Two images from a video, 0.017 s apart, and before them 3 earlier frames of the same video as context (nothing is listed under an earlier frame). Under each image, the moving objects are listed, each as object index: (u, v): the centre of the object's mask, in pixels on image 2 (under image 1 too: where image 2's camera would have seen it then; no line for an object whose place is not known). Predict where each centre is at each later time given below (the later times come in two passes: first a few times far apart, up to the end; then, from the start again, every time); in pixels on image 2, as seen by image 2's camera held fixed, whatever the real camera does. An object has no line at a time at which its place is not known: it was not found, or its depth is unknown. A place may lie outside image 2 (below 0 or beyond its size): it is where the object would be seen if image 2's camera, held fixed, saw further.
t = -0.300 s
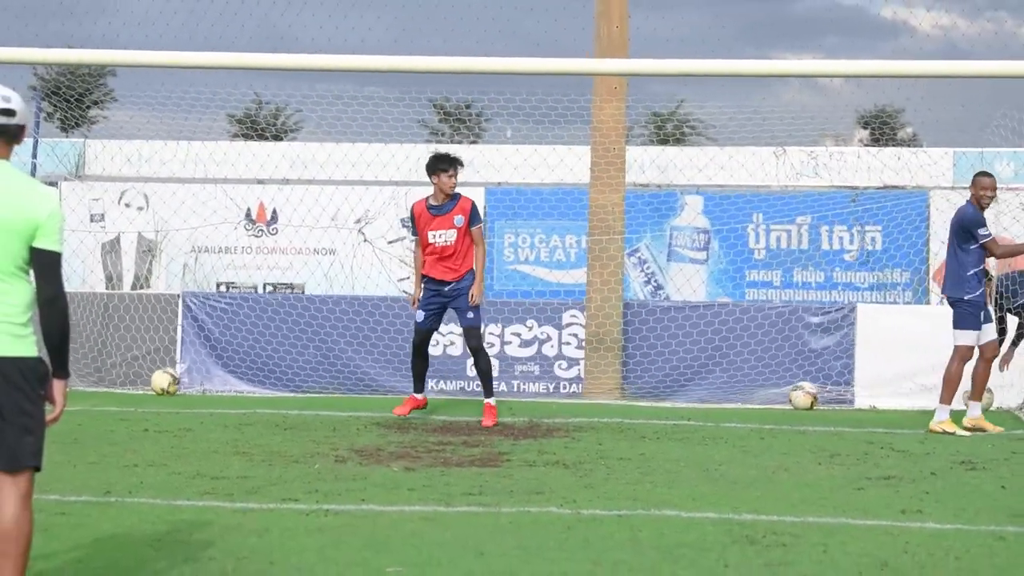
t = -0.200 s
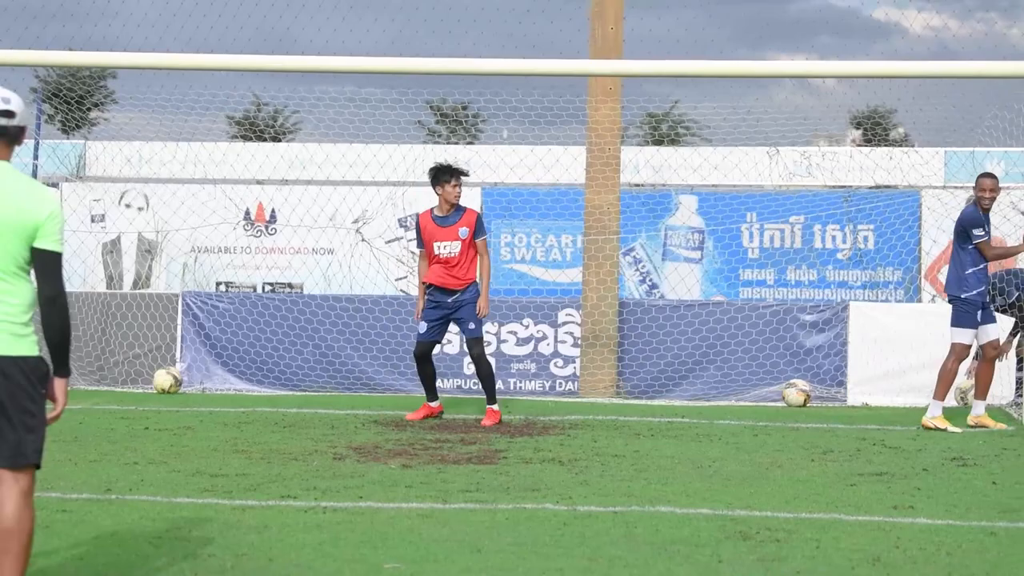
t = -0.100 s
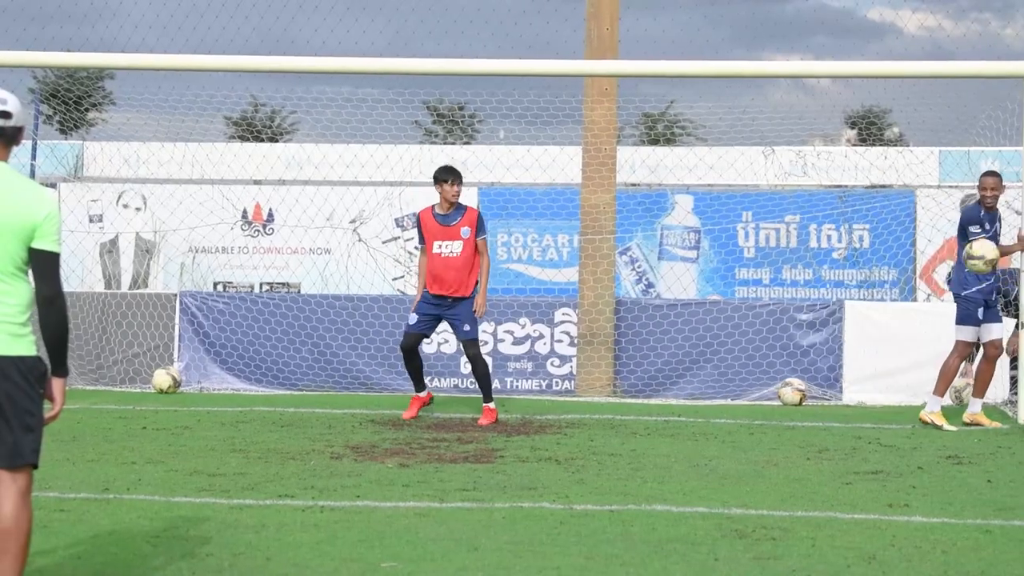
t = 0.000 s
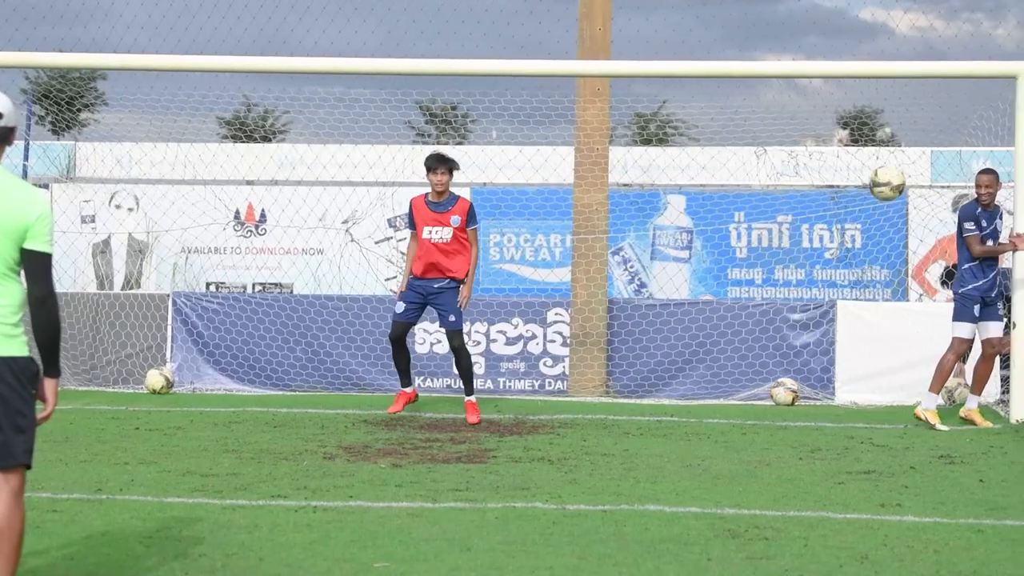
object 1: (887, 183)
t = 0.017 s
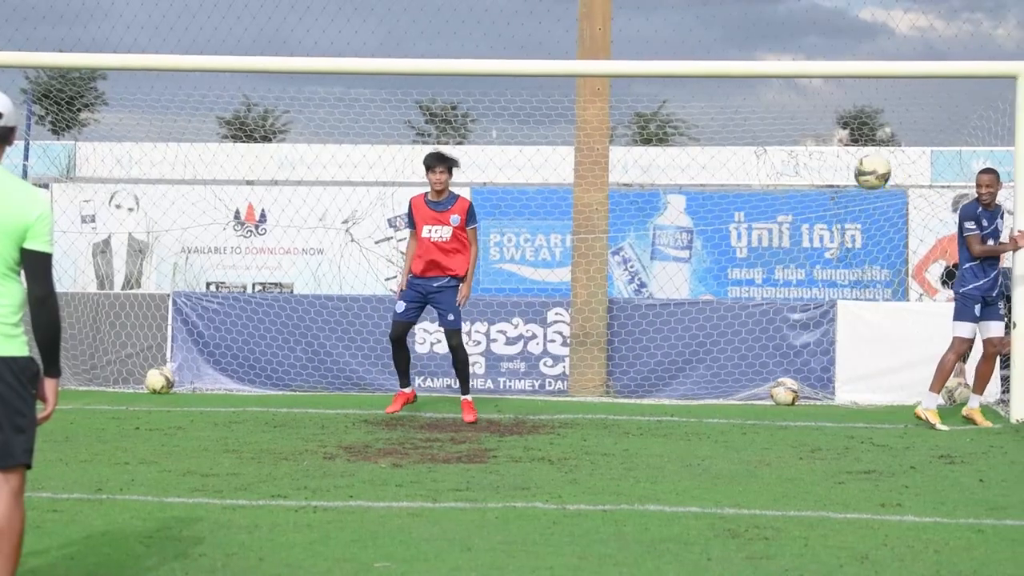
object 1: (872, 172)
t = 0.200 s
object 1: (706, 75)
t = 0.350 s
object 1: (559, 32)
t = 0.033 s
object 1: (858, 161)
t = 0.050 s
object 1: (842, 150)
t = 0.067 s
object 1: (827, 141)
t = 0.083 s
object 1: (813, 131)
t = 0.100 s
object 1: (798, 122)
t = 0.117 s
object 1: (783, 114)
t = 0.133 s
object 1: (768, 105)
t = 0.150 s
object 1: (753, 97)
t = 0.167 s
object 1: (737, 90)
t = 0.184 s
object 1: (722, 81)
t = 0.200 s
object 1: (706, 75)
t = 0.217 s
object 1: (690, 68)
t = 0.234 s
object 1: (674, 62)
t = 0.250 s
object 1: (658, 56)
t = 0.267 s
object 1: (641, 51)
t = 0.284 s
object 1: (625, 46)
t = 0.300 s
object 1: (609, 42)
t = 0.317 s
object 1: (592, 38)
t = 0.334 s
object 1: (576, 34)
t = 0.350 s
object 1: (559, 32)
